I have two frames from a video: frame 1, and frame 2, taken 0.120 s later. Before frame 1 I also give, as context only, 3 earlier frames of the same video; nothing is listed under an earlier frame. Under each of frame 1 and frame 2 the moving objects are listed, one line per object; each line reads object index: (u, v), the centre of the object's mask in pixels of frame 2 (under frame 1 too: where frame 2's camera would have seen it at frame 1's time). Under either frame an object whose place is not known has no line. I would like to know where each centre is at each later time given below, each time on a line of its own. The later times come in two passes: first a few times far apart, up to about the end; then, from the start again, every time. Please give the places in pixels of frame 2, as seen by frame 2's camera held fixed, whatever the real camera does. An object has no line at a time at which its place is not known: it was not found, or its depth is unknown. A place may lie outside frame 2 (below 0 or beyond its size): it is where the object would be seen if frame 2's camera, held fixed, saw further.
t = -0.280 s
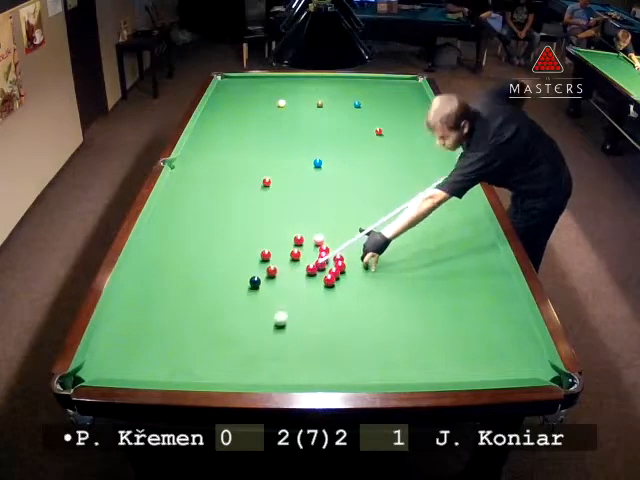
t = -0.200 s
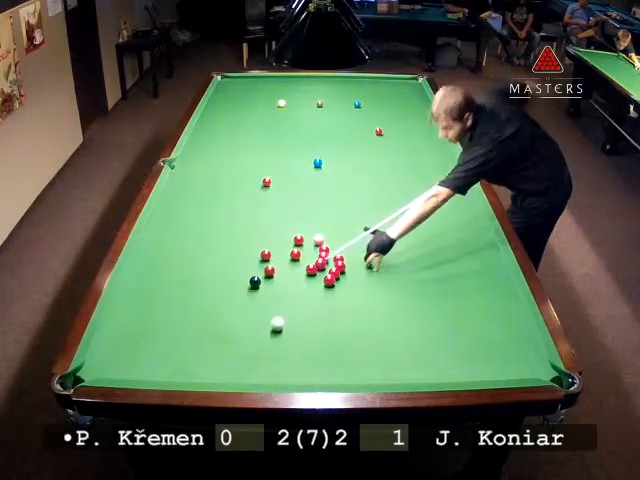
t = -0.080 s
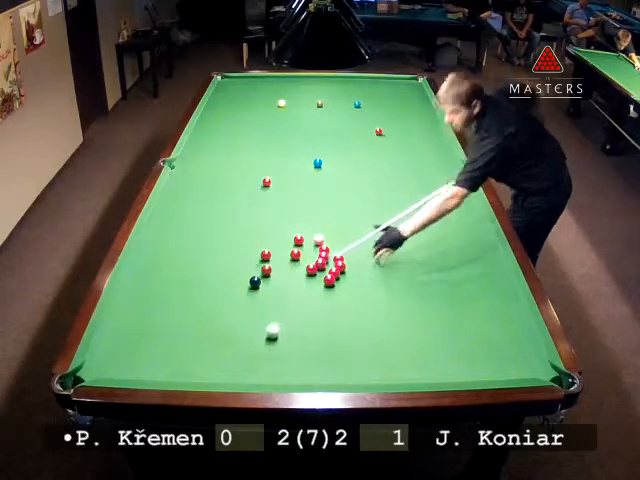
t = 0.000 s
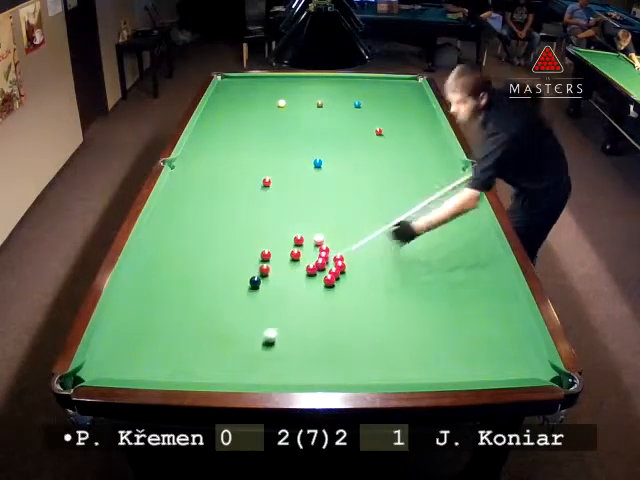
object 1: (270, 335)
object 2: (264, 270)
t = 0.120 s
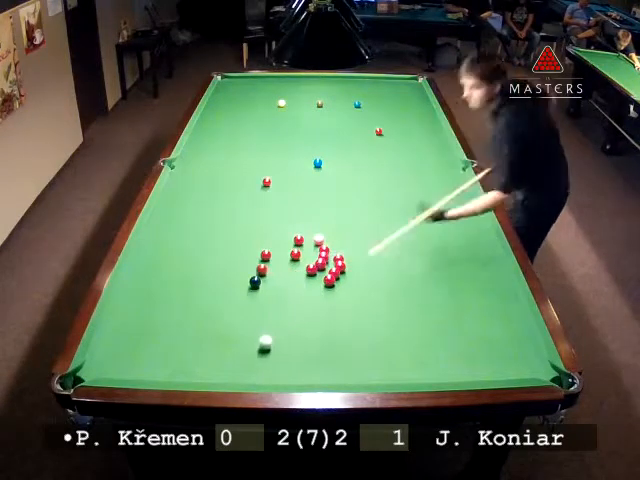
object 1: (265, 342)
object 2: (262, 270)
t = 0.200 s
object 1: (262, 347)
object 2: (260, 269)
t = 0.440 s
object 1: (253, 360)
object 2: (257, 269)
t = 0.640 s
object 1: (246, 370)
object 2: (254, 269)
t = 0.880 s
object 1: (240, 375)
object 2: (253, 268)
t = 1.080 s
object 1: (237, 370)
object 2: (252, 268)
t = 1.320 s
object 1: (234, 364)
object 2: (252, 268)
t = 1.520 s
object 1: (233, 359)
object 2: (252, 268)
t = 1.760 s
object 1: (231, 356)
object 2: (252, 268)
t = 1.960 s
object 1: (229, 354)
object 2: (252, 268)
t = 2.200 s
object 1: (229, 352)
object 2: (252, 268)
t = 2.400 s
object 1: (228, 351)
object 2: (252, 268)
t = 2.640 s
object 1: (228, 351)
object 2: (252, 268)
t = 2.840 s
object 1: (228, 351)
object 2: (252, 268)
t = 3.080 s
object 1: (228, 351)
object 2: (252, 268)
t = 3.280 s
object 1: (228, 352)
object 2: (252, 268)
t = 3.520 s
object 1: (228, 352)
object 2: (252, 268)
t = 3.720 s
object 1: (228, 352)
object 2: (252, 268)
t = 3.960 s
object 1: (228, 352)
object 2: (252, 268)
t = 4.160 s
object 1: (228, 352)
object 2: (252, 268)
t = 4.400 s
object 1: (228, 352)
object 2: (252, 268)
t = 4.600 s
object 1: (228, 352)
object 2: (252, 268)
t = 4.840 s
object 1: (228, 352)
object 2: (252, 267)
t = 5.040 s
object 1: (228, 352)
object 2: (252, 267)
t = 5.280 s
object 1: (228, 352)
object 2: (252, 267)
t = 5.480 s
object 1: (228, 352)
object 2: (252, 267)
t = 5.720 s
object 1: (228, 351)
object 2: (252, 267)
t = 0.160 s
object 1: (263, 344)
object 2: (261, 270)
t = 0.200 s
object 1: (262, 347)
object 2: (260, 269)
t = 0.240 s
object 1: (261, 349)
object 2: (260, 269)
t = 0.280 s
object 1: (259, 351)
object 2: (258, 269)
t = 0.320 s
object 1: (257, 353)
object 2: (258, 269)
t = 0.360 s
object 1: (256, 355)
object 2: (257, 269)
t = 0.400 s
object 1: (255, 358)
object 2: (257, 269)
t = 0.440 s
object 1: (253, 360)
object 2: (257, 269)
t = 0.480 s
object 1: (252, 362)
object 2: (256, 269)
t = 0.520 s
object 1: (250, 364)
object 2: (255, 269)
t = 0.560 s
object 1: (249, 366)
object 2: (255, 269)
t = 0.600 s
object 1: (247, 368)
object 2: (254, 269)
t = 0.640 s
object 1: (246, 370)
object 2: (254, 269)
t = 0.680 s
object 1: (245, 372)
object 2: (254, 268)
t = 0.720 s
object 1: (244, 373)
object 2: (253, 268)
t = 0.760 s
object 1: (242, 375)
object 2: (253, 268)
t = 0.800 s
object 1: (241, 376)
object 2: (253, 268)
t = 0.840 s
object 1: (240, 376)
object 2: (253, 268)
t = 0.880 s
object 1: (240, 375)
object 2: (253, 268)
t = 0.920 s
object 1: (239, 373)
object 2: (252, 268)
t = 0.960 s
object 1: (239, 374)
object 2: (252, 268)
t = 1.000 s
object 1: (238, 372)
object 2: (252, 268)
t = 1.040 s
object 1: (238, 371)
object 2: (252, 268)
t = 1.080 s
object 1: (237, 370)
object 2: (252, 268)
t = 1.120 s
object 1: (237, 369)
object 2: (252, 268)
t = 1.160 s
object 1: (236, 368)
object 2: (252, 268)
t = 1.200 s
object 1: (236, 367)
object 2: (252, 268)
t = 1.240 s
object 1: (236, 366)
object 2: (252, 268)
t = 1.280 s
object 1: (235, 364)
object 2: (252, 268)
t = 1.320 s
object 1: (234, 364)
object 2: (252, 268)
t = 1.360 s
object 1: (234, 363)
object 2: (252, 268)
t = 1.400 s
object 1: (234, 362)
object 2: (252, 268)
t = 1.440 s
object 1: (233, 361)
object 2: (252, 268)
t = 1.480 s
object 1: (233, 360)
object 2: (252, 268)
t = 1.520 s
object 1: (233, 359)
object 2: (252, 268)
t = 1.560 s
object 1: (232, 359)
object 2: (252, 268)
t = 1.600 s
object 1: (232, 358)
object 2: (252, 268)
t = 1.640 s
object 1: (232, 357)
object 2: (252, 268)
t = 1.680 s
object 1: (231, 357)
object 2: (252, 268)
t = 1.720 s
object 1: (231, 356)
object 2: (252, 268)
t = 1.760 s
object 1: (231, 356)
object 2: (252, 268)
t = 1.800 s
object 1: (231, 355)
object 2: (252, 268)
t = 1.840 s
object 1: (230, 355)
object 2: (252, 268)
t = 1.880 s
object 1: (230, 354)
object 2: (252, 268)
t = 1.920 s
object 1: (230, 354)
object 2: (252, 268)
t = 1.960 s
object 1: (229, 354)
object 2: (252, 268)
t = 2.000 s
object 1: (229, 353)
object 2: (252, 268)
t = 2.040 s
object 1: (229, 353)
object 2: (252, 268)
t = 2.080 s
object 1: (229, 353)
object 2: (252, 268)
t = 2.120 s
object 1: (229, 352)
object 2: (252, 268)
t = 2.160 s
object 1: (229, 352)
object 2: (252, 268)
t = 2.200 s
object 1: (229, 352)
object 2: (252, 268)
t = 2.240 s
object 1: (229, 352)
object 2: (252, 268)
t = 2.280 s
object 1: (229, 352)
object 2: (252, 268)
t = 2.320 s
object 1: (228, 351)
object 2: (252, 268)
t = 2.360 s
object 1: (228, 351)
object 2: (252, 268)
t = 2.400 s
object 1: (228, 351)
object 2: (252, 268)
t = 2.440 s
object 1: (228, 351)
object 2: (252, 268)
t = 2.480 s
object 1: (228, 351)
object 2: (252, 268)
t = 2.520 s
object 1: (228, 351)
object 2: (252, 268)
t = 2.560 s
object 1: (228, 351)
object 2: (252, 268)
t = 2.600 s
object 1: (228, 351)
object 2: (252, 268)
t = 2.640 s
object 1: (228, 351)
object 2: (252, 268)
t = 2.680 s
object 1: (228, 351)
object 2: (252, 268)
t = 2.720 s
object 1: (228, 351)
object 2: (252, 268)
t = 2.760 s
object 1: (228, 351)
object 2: (252, 268)
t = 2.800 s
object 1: (228, 351)
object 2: (252, 268)
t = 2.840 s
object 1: (228, 351)
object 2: (252, 268)
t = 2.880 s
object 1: (228, 351)
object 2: (252, 268)
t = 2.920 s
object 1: (228, 351)
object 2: (252, 268)
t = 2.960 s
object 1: (228, 351)
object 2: (252, 268)
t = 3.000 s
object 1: (228, 351)
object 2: (252, 268)
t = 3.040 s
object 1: (228, 351)
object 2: (252, 268)
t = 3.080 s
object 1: (228, 351)
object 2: (252, 268)
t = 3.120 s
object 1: (228, 351)
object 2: (252, 268)
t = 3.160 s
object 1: (228, 351)
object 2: (252, 268)
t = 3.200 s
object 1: (228, 351)
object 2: (252, 268)
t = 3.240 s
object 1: (228, 352)
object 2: (252, 268)
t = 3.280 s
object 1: (228, 352)
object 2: (252, 268)
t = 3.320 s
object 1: (228, 352)
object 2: (252, 268)
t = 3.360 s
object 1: (228, 352)
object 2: (252, 268)
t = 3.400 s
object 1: (228, 352)
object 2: (252, 268)
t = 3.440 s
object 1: (228, 352)
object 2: (252, 268)
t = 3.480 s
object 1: (228, 352)
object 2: (252, 268)
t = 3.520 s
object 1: (228, 352)
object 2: (252, 268)
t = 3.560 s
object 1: (228, 351)
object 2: (252, 268)
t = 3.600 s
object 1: (228, 351)
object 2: (252, 268)
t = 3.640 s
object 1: (228, 351)
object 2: (252, 268)
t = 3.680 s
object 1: (228, 351)
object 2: (252, 268)
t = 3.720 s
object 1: (228, 352)
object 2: (252, 268)
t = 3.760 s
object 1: (228, 352)
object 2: (252, 268)
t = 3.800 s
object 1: (228, 352)
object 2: (252, 268)
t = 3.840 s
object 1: (228, 352)
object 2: (252, 268)
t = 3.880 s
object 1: (228, 352)
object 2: (252, 268)
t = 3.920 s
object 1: (228, 352)
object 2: (252, 268)
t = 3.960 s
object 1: (228, 352)
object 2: (252, 268)
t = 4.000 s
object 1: (228, 352)
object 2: (252, 268)
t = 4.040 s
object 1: (228, 352)
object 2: (252, 268)
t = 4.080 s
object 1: (228, 352)
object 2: (252, 268)
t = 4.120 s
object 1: (228, 352)
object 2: (252, 268)
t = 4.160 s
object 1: (228, 352)
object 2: (252, 268)
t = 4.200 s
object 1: (228, 352)
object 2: (252, 268)
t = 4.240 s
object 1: (228, 352)
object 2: (252, 268)
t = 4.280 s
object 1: (228, 352)
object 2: (252, 268)
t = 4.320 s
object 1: (228, 352)
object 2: (252, 268)
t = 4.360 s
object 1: (228, 352)
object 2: (252, 268)
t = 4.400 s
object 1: (228, 352)
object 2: (252, 268)
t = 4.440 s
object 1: (228, 352)
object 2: (252, 268)
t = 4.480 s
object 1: (228, 352)
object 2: (252, 268)
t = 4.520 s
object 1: (228, 352)
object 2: (252, 268)
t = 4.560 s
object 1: (228, 352)
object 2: (252, 268)
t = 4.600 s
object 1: (228, 352)
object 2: (252, 268)
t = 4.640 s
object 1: (228, 352)
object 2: (252, 268)
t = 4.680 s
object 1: (228, 352)
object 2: (252, 268)
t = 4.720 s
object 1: (228, 352)
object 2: (252, 268)
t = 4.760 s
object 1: (228, 352)
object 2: (252, 268)
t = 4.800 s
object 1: (228, 352)
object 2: (252, 267)
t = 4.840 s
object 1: (228, 352)
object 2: (252, 267)
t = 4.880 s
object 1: (228, 352)
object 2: (252, 267)
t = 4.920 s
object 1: (228, 352)
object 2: (252, 267)
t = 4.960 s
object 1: (228, 352)
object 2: (252, 267)
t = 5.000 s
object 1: (228, 352)
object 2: (252, 267)
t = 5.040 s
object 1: (228, 352)
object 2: (252, 267)
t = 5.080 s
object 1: (228, 352)
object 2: (252, 267)
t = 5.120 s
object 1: (228, 352)
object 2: (252, 267)
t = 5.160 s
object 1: (228, 352)
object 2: (252, 267)
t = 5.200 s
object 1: (228, 352)
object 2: (252, 267)
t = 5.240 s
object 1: (228, 352)
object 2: (252, 267)
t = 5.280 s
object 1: (228, 352)
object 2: (252, 267)
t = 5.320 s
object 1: (228, 352)
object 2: (252, 267)
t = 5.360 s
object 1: (228, 352)
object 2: (252, 267)
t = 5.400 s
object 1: (228, 352)
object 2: (252, 267)
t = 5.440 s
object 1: (228, 352)
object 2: (252, 267)
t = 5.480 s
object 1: (228, 352)
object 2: (252, 267)
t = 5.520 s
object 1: (228, 352)
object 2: (252, 267)
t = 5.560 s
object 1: (228, 351)
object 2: (252, 267)
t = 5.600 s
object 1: (228, 351)
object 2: (252, 267)
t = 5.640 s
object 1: (228, 351)
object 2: (252, 267)
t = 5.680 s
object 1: (228, 351)
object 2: (252, 267)
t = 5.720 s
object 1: (228, 351)
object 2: (252, 267)
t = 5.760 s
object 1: (228, 351)
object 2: (252, 267)
